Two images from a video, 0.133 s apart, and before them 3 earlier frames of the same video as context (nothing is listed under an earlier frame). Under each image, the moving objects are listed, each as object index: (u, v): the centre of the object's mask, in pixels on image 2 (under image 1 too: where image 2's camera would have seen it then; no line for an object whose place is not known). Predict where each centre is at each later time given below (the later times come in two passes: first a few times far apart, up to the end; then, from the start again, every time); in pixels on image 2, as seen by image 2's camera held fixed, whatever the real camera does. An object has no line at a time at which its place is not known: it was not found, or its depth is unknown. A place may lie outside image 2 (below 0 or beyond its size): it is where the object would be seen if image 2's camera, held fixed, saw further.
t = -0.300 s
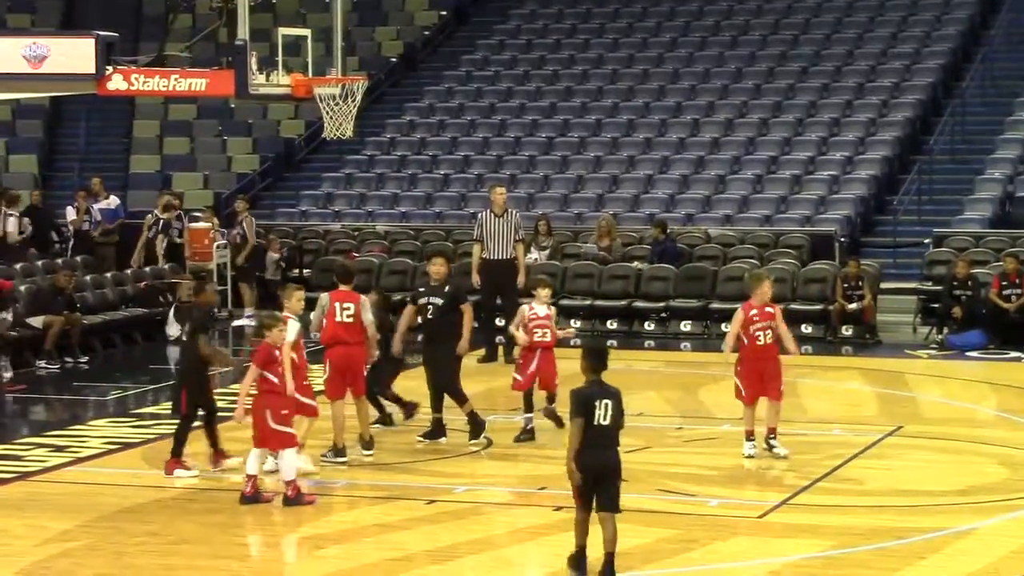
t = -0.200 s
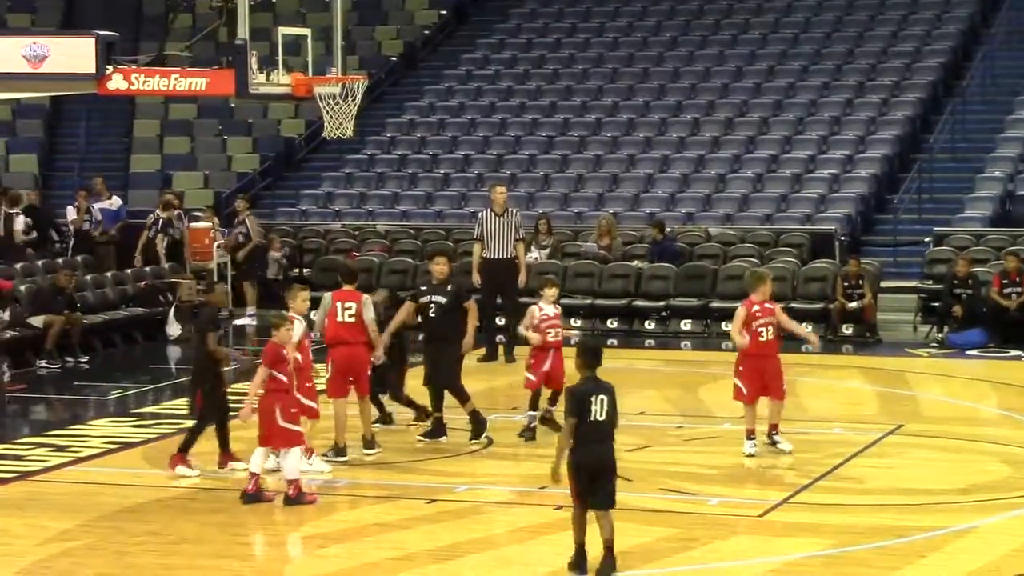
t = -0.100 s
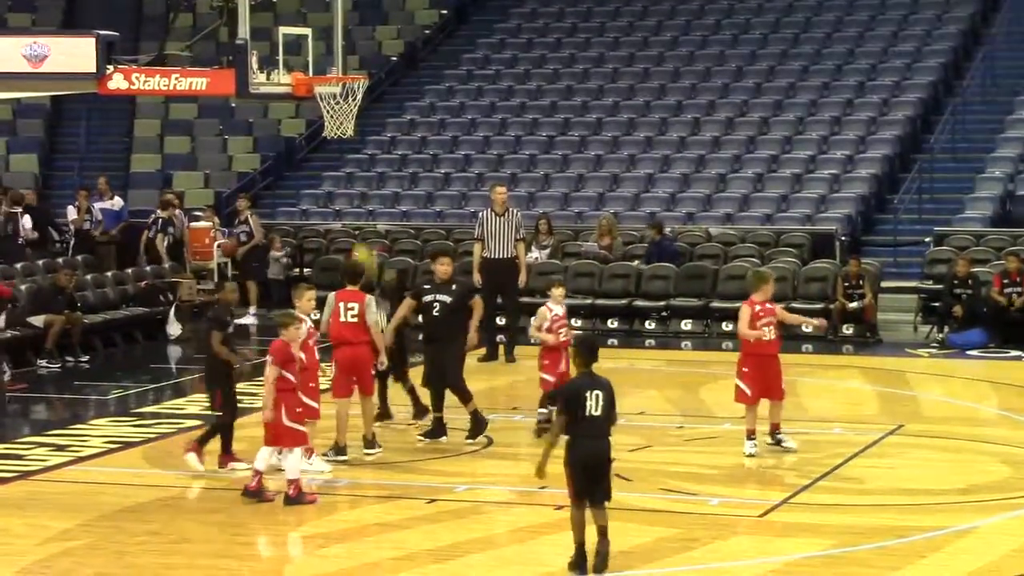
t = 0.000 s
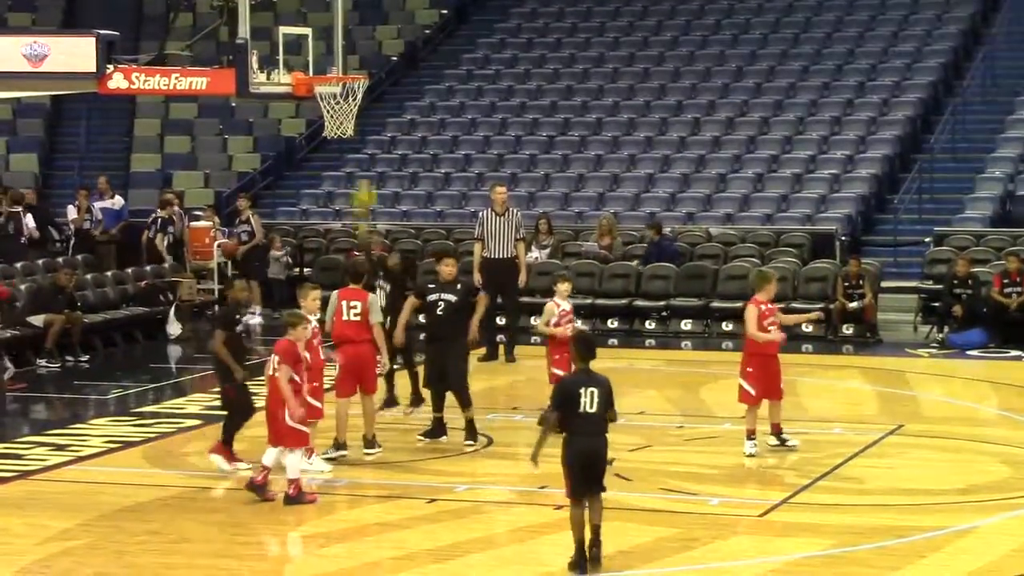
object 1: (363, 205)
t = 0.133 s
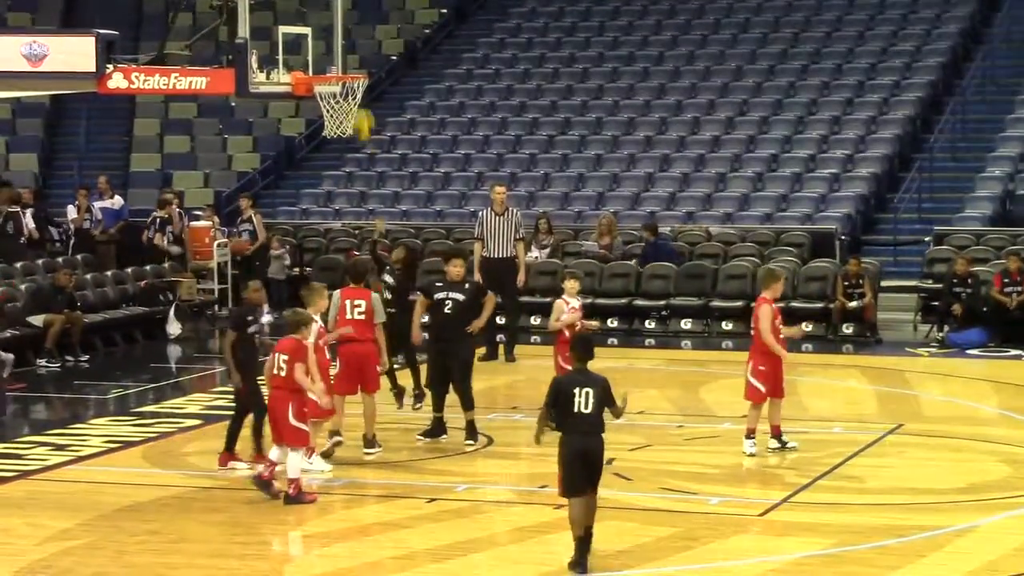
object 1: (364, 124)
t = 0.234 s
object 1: (365, 80)
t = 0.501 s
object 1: (360, 26)
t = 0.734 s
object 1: (361, 39)
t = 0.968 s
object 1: (364, 122)
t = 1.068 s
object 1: (362, 175)
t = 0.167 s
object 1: (364, 111)
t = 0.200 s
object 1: (365, 97)
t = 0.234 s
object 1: (365, 80)
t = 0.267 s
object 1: (361, 68)
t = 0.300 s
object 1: (362, 60)
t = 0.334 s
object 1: (361, 52)
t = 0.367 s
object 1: (360, 44)
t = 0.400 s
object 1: (359, 37)
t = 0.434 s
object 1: (360, 32)
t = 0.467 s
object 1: (360, 28)
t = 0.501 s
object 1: (360, 26)
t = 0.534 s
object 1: (360, 25)
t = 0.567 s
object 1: (360, 26)
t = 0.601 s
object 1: (360, 27)
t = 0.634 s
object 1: (360, 28)
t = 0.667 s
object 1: (360, 31)
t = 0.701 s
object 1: (360, 35)
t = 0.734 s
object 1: (361, 39)
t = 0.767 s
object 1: (361, 46)
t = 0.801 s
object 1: (361, 54)
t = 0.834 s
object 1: (361, 65)
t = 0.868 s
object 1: (365, 79)
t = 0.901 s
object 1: (366, 95)
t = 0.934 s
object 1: (365, 108)
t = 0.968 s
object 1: (364, 122)
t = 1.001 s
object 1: (362, 138)
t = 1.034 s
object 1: (362, 156)
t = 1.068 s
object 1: (362, 175)
